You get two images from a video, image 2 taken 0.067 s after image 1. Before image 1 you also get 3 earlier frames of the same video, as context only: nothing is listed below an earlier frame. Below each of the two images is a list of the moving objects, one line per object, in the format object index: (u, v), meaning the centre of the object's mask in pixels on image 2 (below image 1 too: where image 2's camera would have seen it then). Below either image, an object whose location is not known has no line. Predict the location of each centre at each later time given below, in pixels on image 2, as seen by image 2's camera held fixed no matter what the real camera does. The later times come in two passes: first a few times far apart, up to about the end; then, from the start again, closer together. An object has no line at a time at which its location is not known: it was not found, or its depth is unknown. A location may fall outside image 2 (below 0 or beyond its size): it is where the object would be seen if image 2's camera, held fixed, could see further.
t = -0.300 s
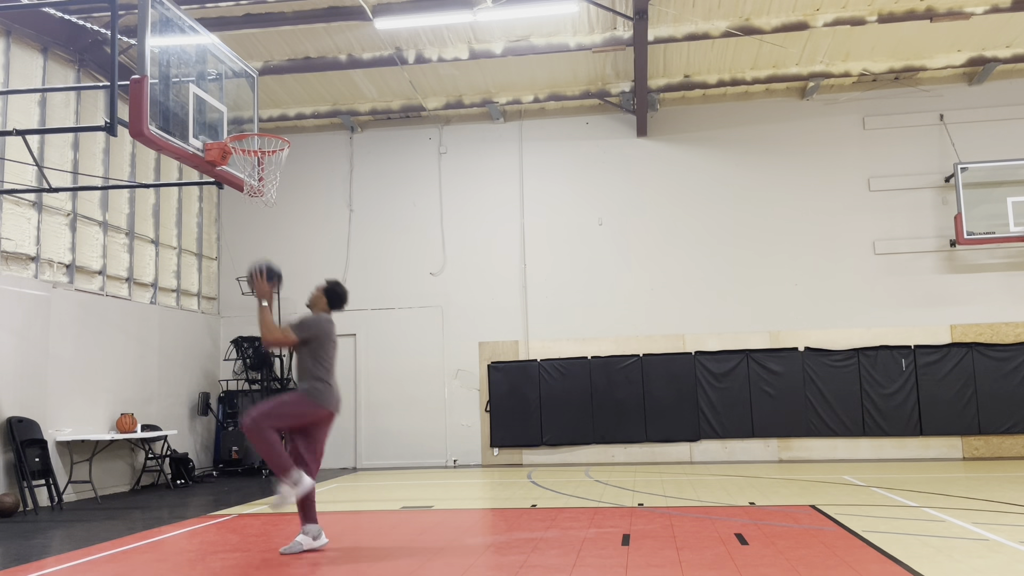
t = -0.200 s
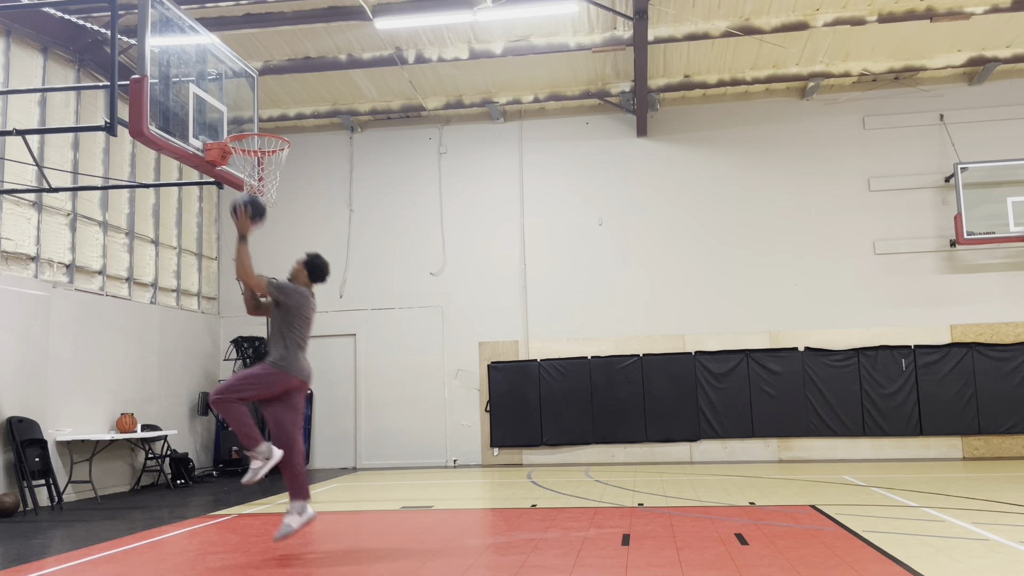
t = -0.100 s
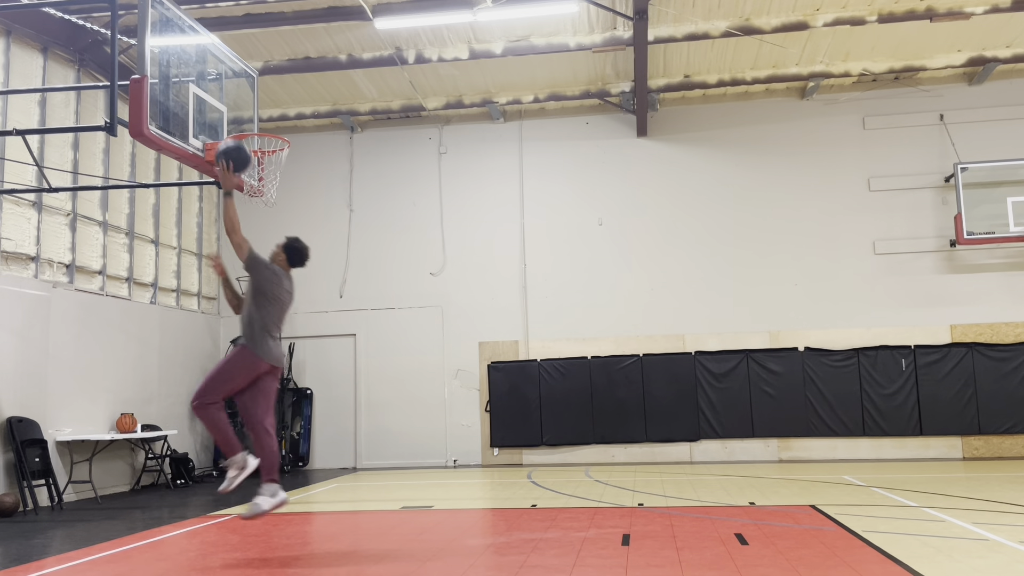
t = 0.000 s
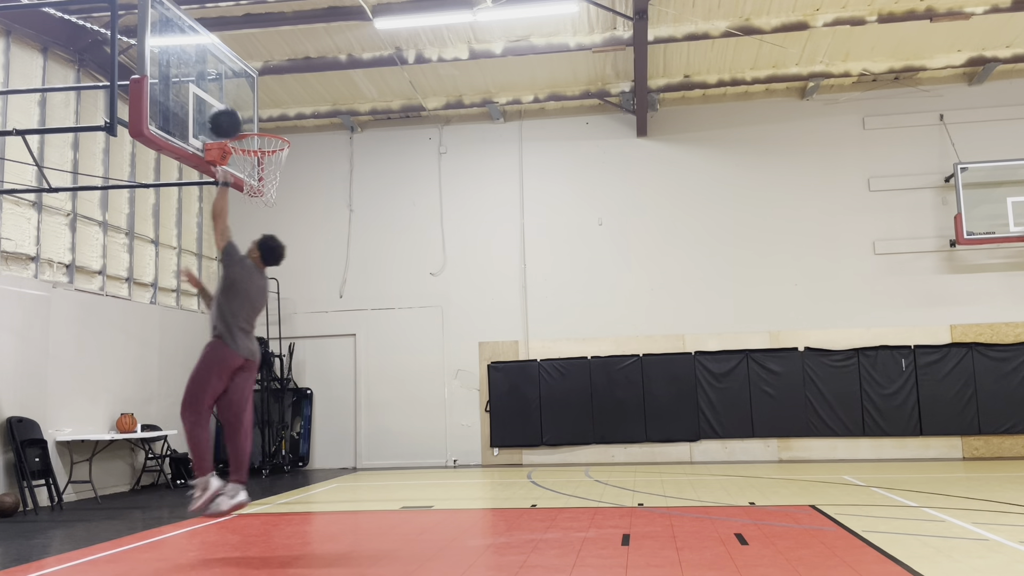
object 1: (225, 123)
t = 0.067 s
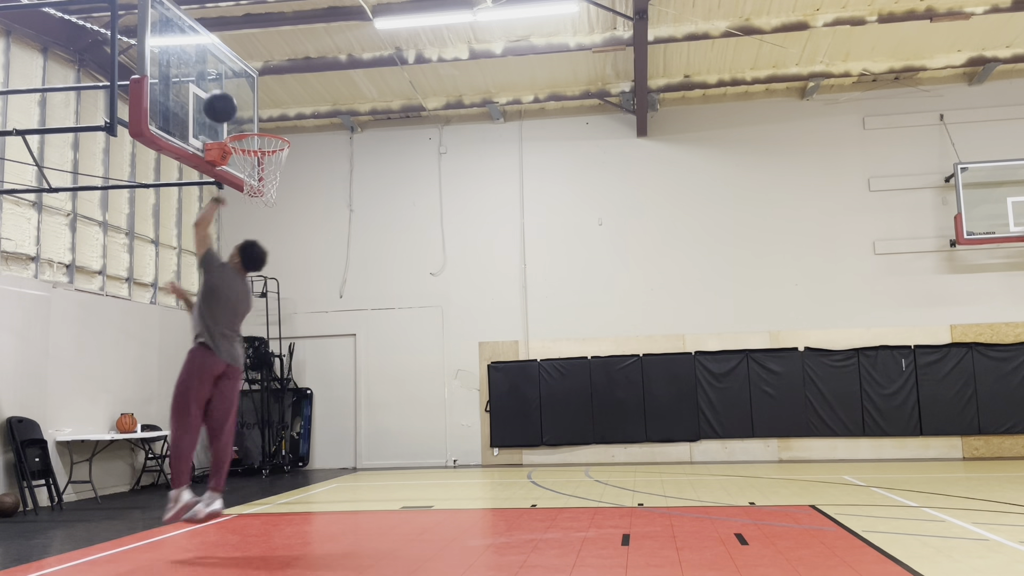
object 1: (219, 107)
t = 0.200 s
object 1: (210, 94)
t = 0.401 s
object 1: (248, 116)
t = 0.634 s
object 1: (283, 191)
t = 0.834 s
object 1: (295, 273)
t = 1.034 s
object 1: (307, 409)
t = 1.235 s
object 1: (310, 477)
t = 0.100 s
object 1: (217, 102)
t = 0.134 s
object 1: (215, 98)
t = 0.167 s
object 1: (212, 95)
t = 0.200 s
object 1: (210, 94)
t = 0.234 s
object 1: (217, 94)
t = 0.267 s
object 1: (223, 96)
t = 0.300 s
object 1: (229, 99)
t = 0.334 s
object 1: (235, 103)
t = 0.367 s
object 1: (242, 109)
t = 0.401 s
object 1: (248, 116)
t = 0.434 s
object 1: (254, 123)
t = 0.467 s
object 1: (259, 134)
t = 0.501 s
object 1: (266, 146)
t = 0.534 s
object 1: (272, 158)
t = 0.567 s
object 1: (277, 170)
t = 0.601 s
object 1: (281, 182)
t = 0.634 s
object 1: (283, 191)
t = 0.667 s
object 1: (284, 200)
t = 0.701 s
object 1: (286, 212)
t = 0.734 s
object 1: (289, 225)
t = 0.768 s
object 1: (290, 239)
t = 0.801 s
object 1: (293, 256)
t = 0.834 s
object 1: (295, 273)
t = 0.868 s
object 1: (298, 291)
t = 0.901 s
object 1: (300, 312)
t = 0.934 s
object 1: (302, 333)
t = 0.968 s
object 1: (304, 357)
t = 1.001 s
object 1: (306, 383)
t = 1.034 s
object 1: (307, 409)
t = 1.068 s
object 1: (310, 439)
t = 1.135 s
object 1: (315, 502)
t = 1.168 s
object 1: (315, 524)
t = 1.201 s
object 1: (313, 500)
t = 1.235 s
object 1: (310, 477)
